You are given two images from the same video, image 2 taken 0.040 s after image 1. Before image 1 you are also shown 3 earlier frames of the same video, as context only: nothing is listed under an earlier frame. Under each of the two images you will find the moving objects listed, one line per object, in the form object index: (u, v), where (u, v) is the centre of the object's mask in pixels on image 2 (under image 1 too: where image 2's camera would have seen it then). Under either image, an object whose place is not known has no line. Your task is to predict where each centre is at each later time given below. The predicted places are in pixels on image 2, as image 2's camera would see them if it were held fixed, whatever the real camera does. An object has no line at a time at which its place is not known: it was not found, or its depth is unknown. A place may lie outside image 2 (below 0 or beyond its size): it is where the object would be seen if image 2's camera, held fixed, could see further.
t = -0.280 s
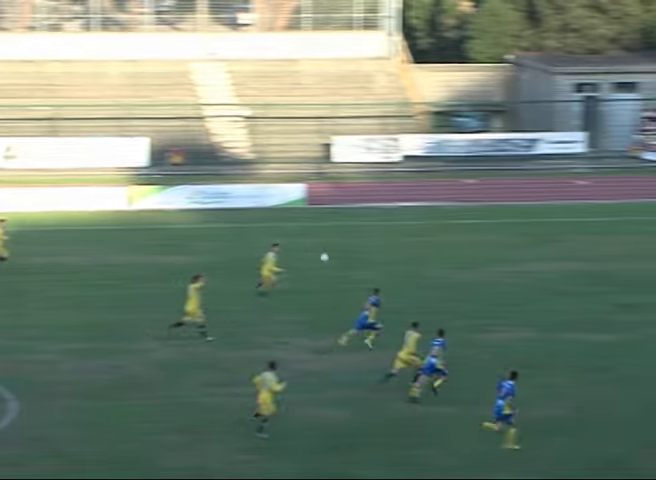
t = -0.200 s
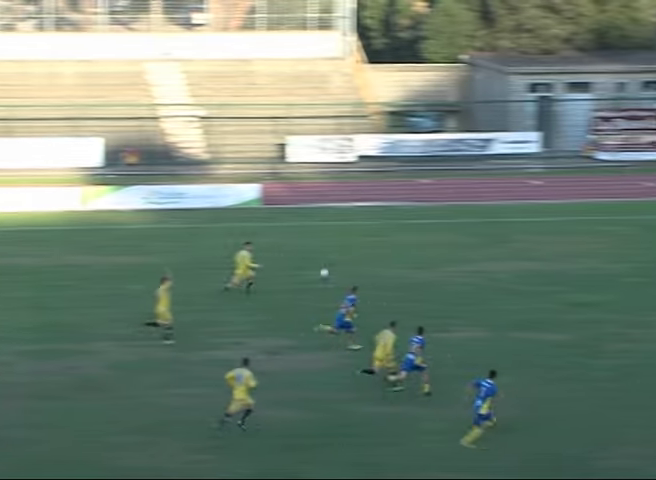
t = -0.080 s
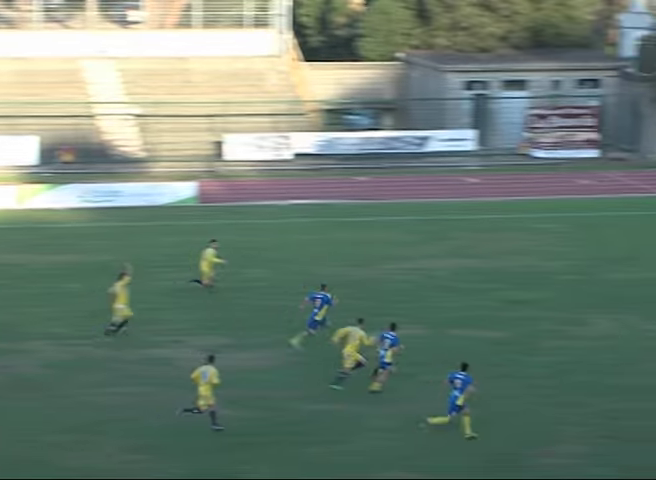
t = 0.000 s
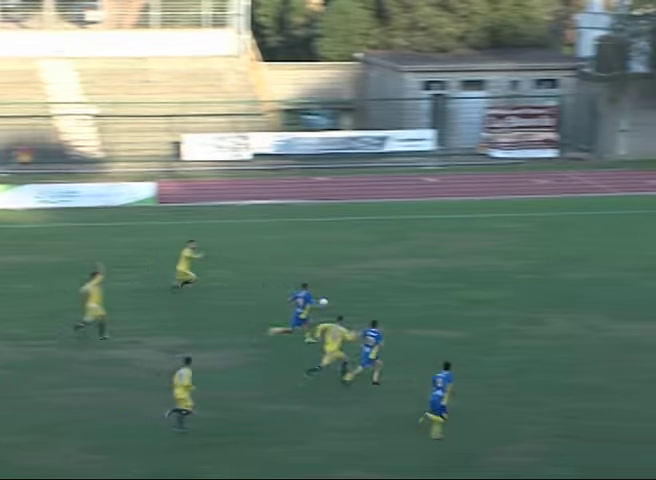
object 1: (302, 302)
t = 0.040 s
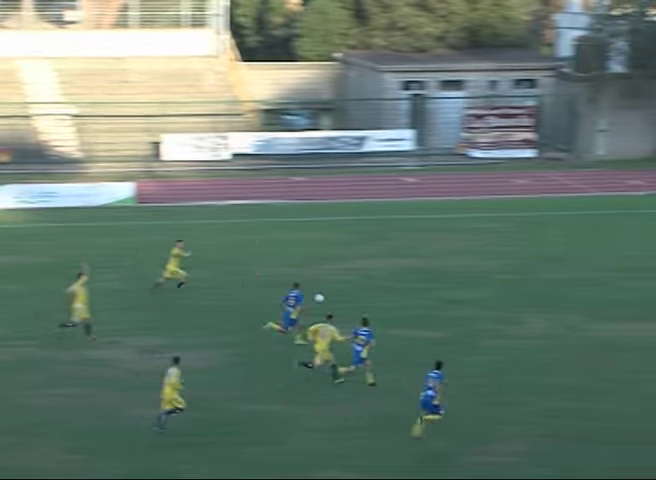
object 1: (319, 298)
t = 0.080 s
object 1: (335, 294)
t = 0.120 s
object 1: (351, 292)
